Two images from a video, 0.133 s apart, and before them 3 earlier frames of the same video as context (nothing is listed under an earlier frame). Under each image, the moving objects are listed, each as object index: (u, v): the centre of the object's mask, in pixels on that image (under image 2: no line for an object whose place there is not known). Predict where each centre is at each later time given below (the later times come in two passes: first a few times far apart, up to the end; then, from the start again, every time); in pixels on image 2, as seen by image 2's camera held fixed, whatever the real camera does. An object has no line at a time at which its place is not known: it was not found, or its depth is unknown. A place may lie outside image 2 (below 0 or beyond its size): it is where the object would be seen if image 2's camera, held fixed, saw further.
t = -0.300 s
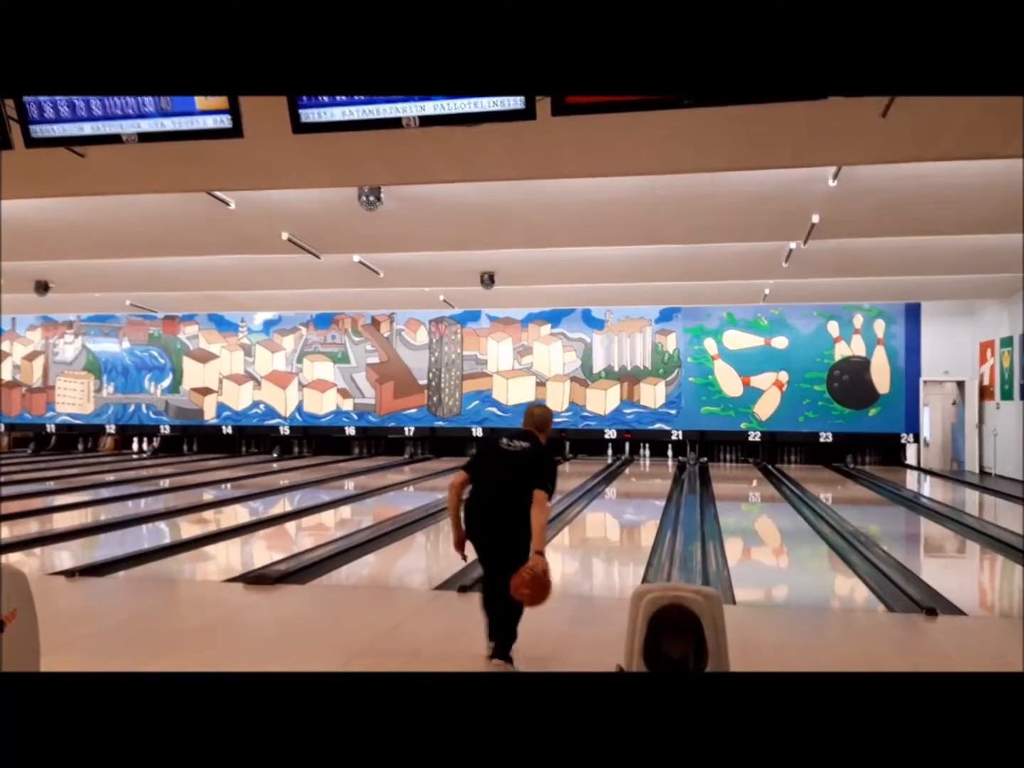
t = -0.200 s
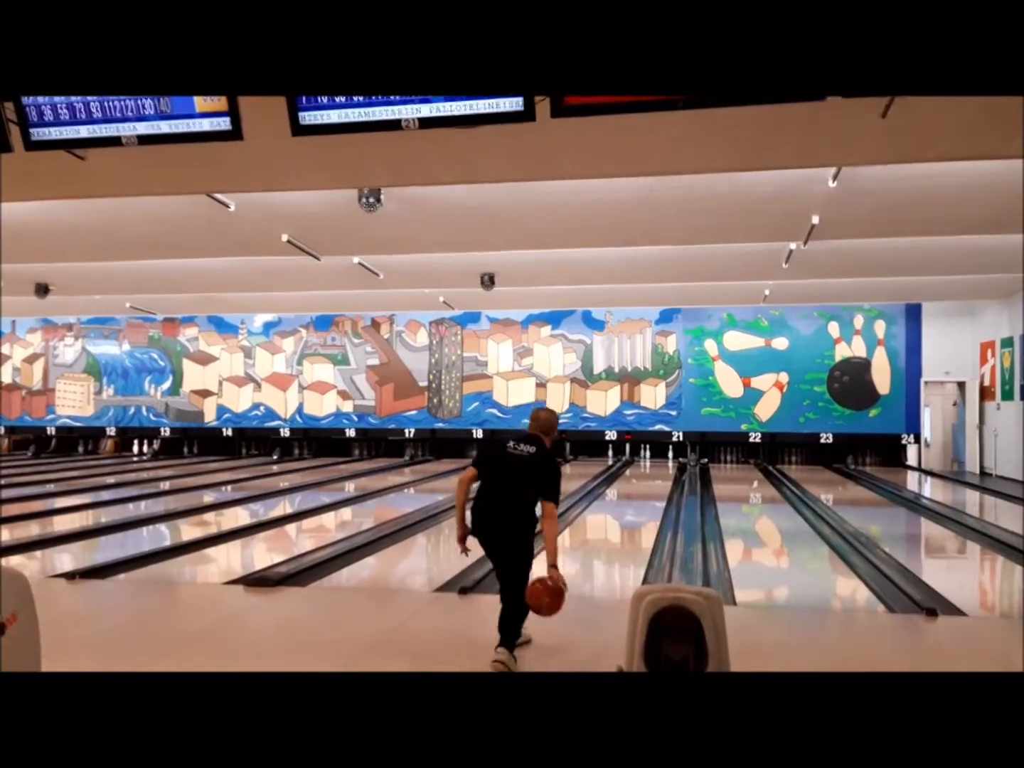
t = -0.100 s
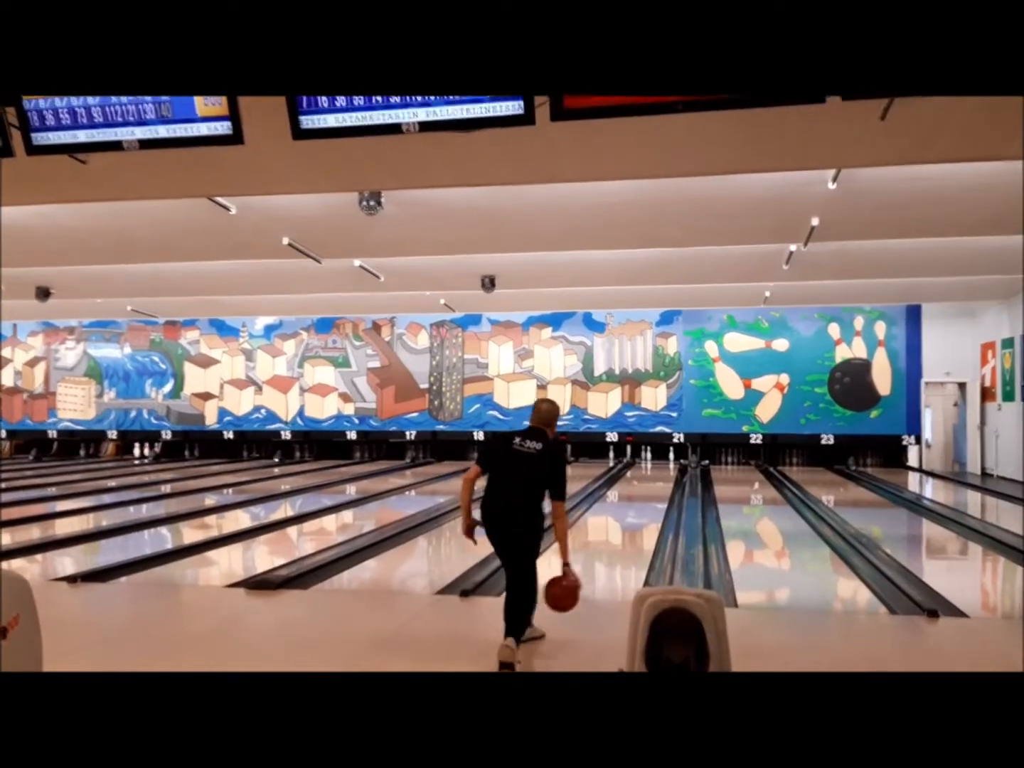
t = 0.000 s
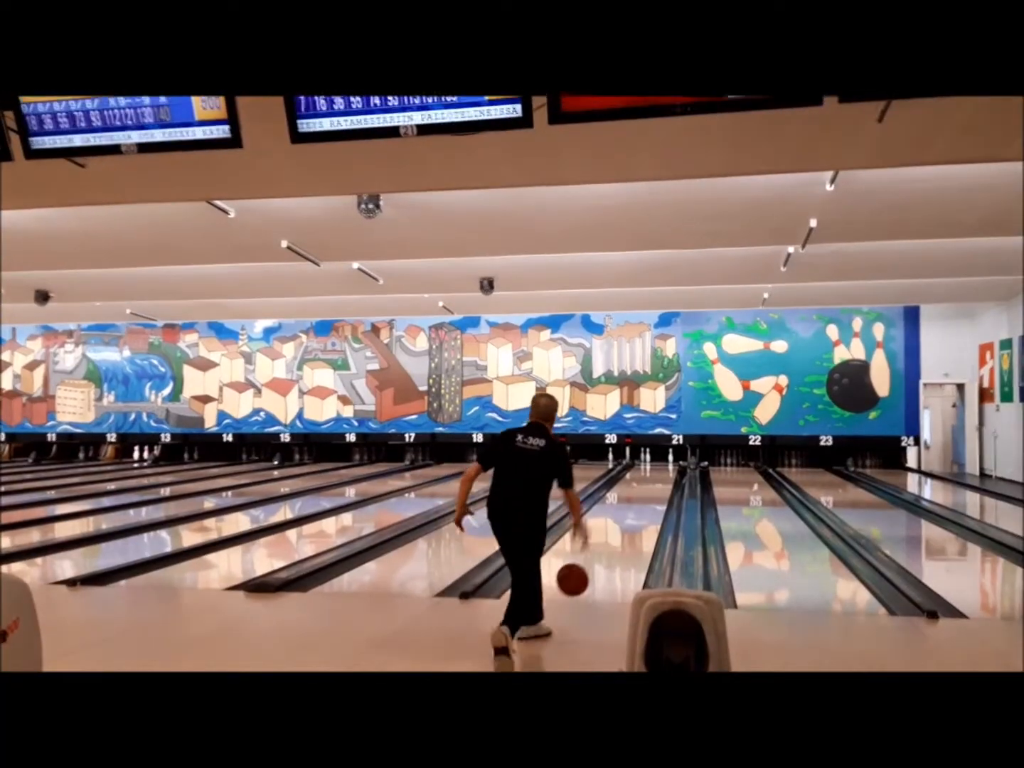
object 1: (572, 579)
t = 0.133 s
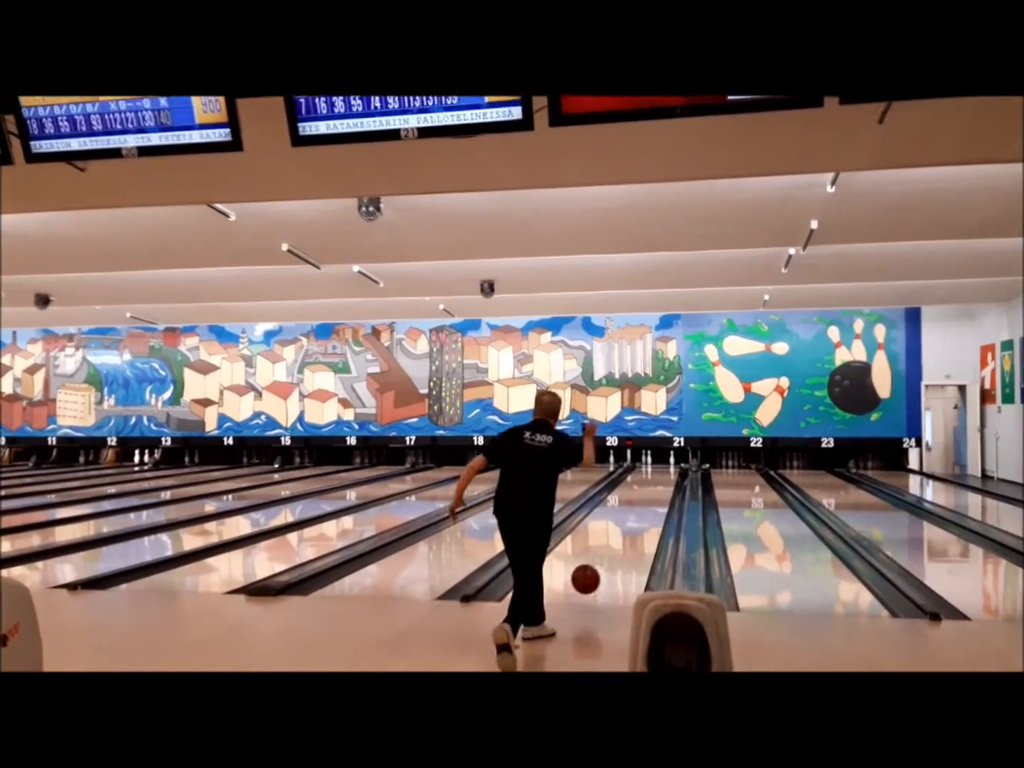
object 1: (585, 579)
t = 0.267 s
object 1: (595, 575)
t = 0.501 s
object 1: (607, 553)
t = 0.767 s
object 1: (617, 532)
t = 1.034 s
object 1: (625, 516)
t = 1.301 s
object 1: (631, 504)
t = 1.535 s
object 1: (635, 497)
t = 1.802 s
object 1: (638, 489)
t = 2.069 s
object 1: (643, 483)
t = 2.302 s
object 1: (646, 478)
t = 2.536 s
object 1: (648, 473)
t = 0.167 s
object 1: (588, 582)
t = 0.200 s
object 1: (590, 586)
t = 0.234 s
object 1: (592, 580)
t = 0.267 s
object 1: (595, 575)
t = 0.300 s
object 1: (596, 571)
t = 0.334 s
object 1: (598, 569)
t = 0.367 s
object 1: (600, 565)
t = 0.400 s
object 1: (602, 562)
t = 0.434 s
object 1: (604, 559)
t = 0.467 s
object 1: (605, 556)
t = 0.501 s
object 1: (607, 553)
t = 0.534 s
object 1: (608, 550)
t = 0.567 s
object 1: (609, 547)
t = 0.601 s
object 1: (611, 544)
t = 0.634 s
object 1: (612, 541)
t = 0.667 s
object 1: (613, 538)
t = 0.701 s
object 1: (614, 536)
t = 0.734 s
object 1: (616, 534)
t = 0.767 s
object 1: (617, 532)
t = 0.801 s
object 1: (618, 530)
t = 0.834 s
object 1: (619, 528)
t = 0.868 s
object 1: (620, 525)
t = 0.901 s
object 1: (621, 523)
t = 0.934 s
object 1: (622, 522)
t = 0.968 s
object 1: (623, 520)
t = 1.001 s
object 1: (623, 518)
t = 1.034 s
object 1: (625, 516)
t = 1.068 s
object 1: (625, 515)
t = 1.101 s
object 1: (626, 514)
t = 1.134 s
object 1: (627, 511)
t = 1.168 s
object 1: (628, 510)
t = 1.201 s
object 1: (628, 509)
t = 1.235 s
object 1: (629, 507)
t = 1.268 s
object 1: (630, 506)
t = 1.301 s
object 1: (631, 504)
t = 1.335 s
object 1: (631, 503)
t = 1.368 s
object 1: (631, 502)
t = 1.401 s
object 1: (632, 501)
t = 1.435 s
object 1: (633, 500)
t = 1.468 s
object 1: (633, 499)
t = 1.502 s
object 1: (634, 498)
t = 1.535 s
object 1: (635, 497)
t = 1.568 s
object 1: (635, 495)
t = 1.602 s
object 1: (636, 494)
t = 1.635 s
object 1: (636, 494)
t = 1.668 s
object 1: (637, 492)
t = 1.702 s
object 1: (637, 492)
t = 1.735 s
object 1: (638, 492)
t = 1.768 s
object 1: (638, 490)
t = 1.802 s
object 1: (638, 489)
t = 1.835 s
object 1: (640, 486)
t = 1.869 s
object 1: (641, 486)
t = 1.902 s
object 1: (642, 486)
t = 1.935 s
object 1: (642, 485)
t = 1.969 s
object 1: (642, 484)
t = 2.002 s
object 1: (642, 484)
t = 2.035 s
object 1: (643, 483)
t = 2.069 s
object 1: (643, 483)
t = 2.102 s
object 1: (644, 480)
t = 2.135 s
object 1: (644, 481)
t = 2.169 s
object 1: (644, 480)
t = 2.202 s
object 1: (645, 479)
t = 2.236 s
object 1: (645, 479)
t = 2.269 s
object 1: (645, 478)
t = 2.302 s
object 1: (646, 478)
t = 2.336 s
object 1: (646, 477)
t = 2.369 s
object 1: (646, 477)
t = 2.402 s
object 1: (647, 477)
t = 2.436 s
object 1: (648, 476)
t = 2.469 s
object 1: (648, 475)
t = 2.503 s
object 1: (648, 473)
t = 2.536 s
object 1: (648, 473)
